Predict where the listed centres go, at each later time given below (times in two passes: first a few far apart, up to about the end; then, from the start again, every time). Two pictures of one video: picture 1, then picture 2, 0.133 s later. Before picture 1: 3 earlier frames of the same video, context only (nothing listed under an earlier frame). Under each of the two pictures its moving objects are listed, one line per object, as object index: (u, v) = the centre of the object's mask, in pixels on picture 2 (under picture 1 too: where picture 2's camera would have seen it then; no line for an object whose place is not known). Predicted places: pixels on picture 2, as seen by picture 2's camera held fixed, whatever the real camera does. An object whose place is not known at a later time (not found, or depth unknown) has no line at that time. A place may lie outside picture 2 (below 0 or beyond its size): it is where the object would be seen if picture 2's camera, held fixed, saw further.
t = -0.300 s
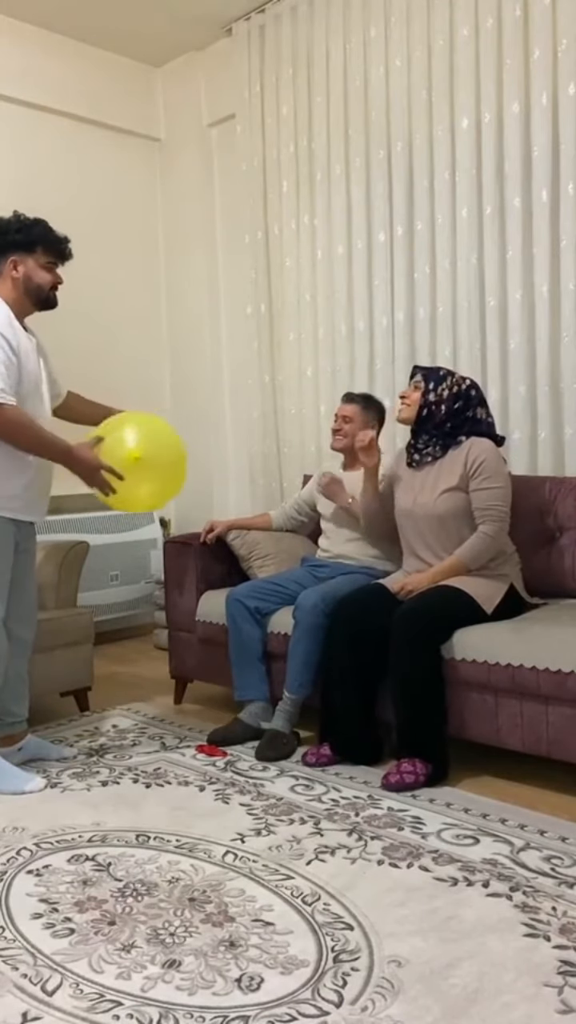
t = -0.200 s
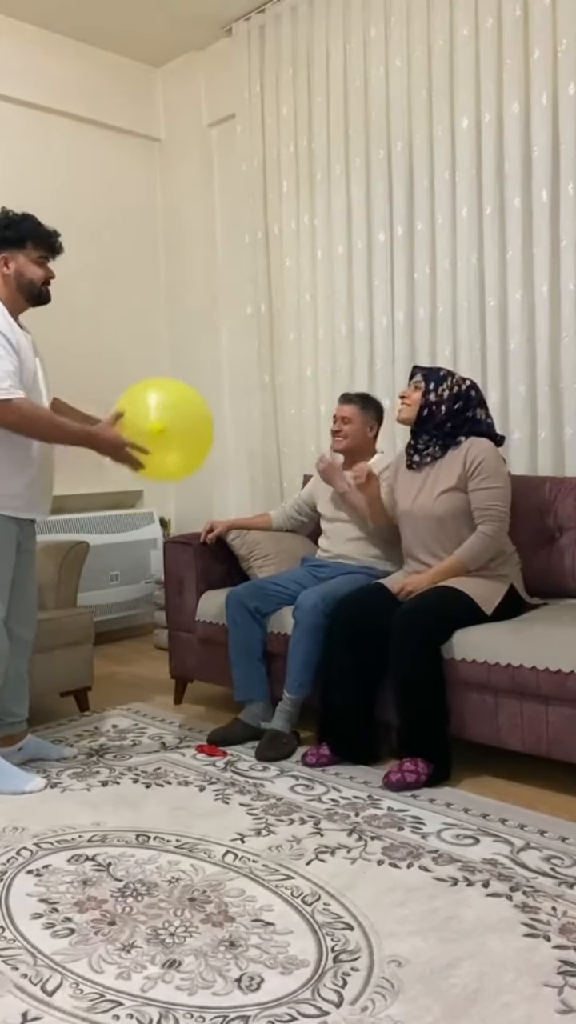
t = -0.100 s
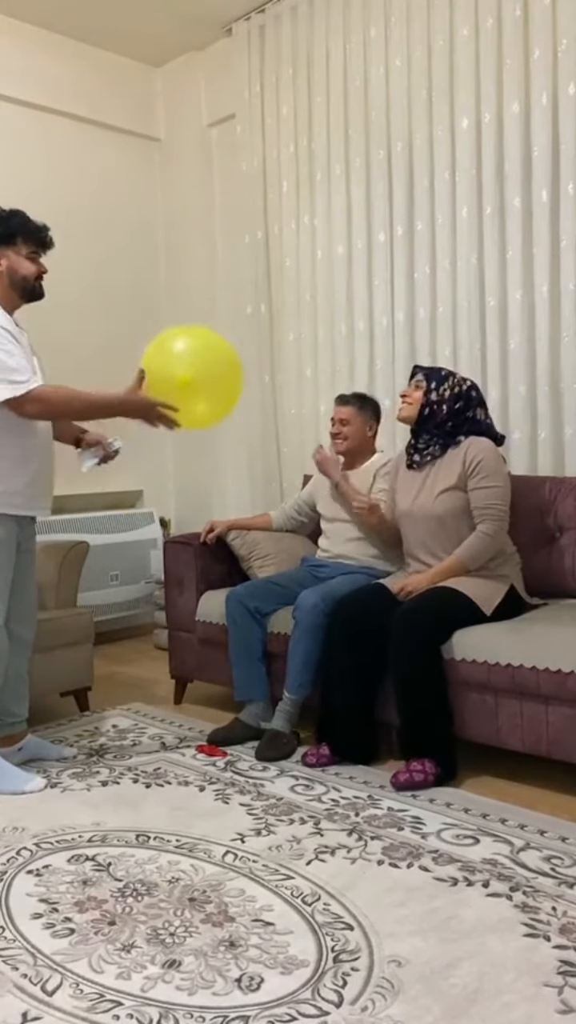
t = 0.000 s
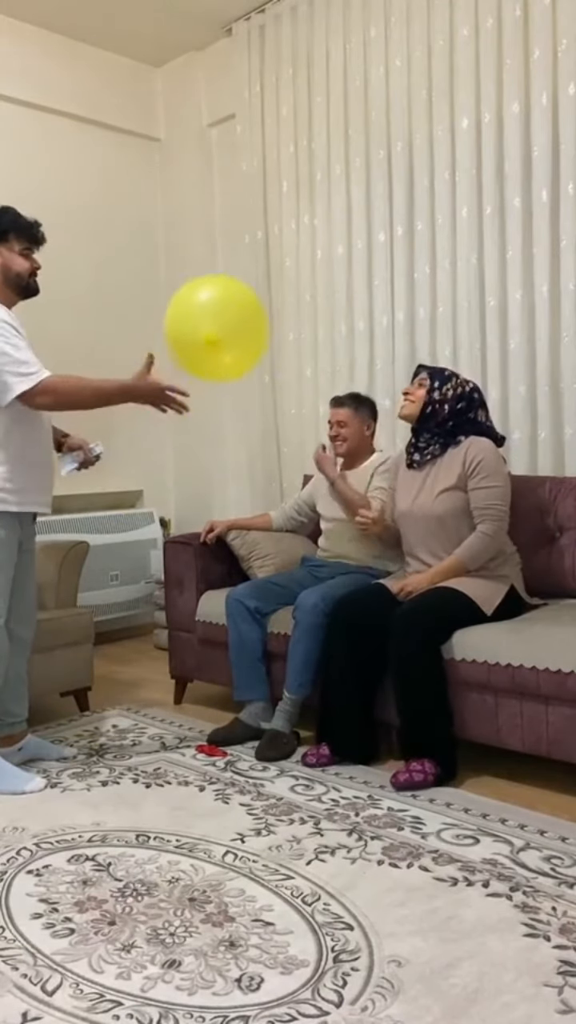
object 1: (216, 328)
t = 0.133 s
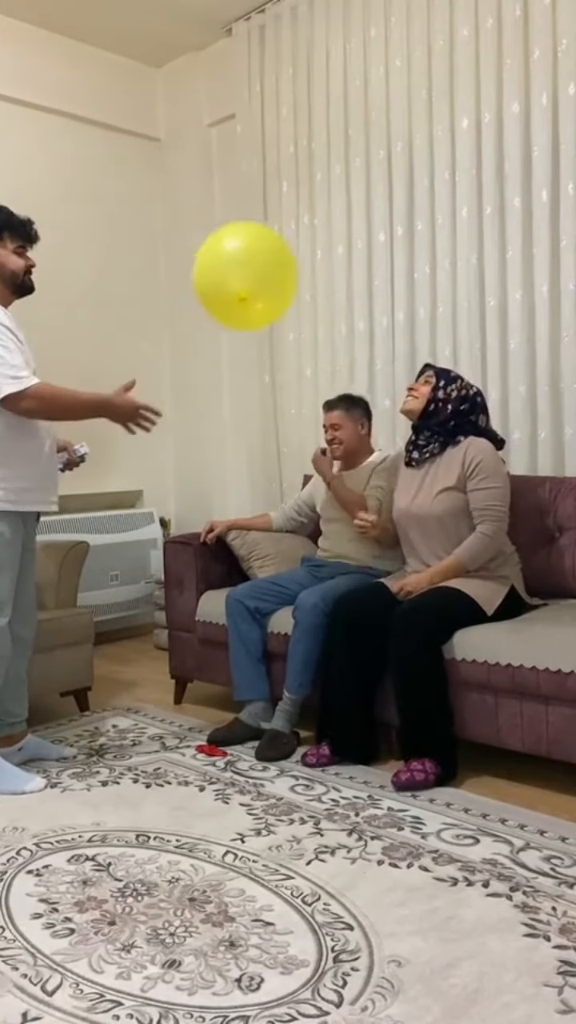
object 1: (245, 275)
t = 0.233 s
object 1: (264, 244)
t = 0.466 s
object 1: (300, 198)
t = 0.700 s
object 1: (329, 186)
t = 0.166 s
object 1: (252, 264)
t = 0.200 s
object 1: (258, 254)
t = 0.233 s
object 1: (264, 244)
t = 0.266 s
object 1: (270, 235)
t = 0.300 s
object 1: (275, 228)
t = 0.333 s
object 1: (281, 220)
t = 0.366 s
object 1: (286, 213)
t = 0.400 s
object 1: (290, 207)
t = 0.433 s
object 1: (296, 203)
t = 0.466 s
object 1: (300, 198)
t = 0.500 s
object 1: (304, 195)
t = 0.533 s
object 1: (309, 192)
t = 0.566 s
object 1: (313, 190)
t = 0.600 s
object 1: (318, 188)
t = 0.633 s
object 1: (321, 187)
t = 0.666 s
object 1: (325, 186)
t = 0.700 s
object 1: (329, 186)
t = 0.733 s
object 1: (333, 186)
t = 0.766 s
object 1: (337, 187)
